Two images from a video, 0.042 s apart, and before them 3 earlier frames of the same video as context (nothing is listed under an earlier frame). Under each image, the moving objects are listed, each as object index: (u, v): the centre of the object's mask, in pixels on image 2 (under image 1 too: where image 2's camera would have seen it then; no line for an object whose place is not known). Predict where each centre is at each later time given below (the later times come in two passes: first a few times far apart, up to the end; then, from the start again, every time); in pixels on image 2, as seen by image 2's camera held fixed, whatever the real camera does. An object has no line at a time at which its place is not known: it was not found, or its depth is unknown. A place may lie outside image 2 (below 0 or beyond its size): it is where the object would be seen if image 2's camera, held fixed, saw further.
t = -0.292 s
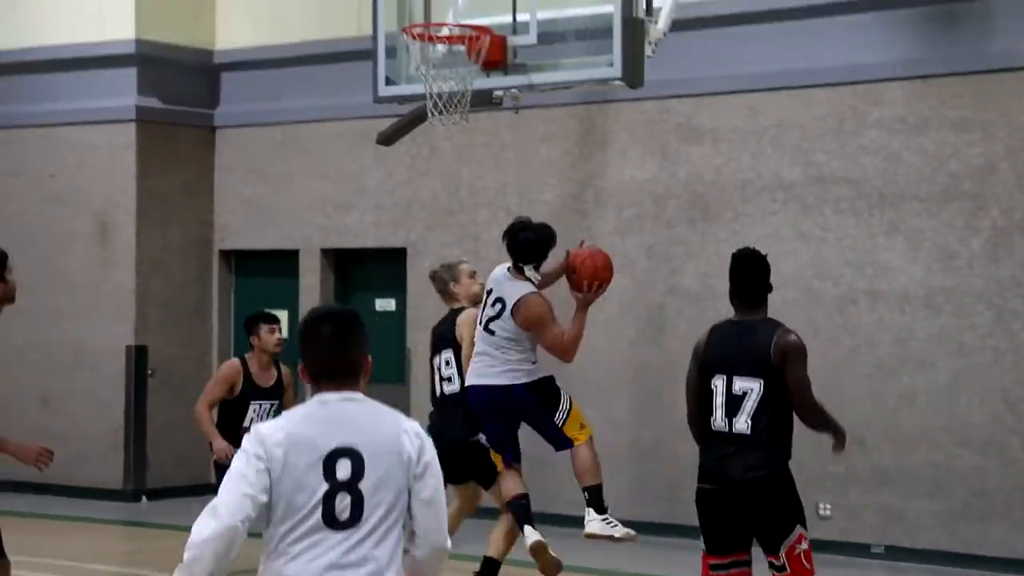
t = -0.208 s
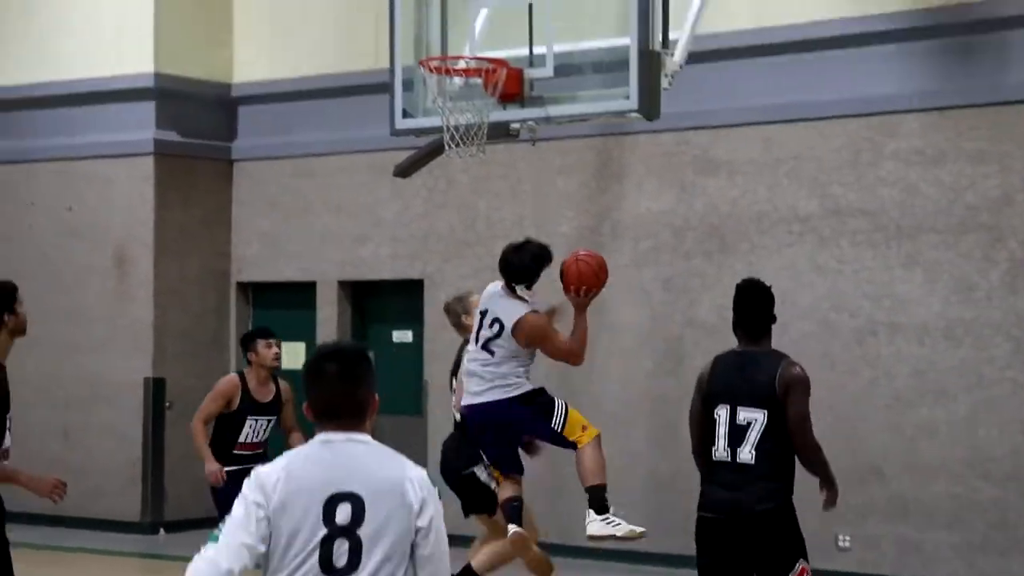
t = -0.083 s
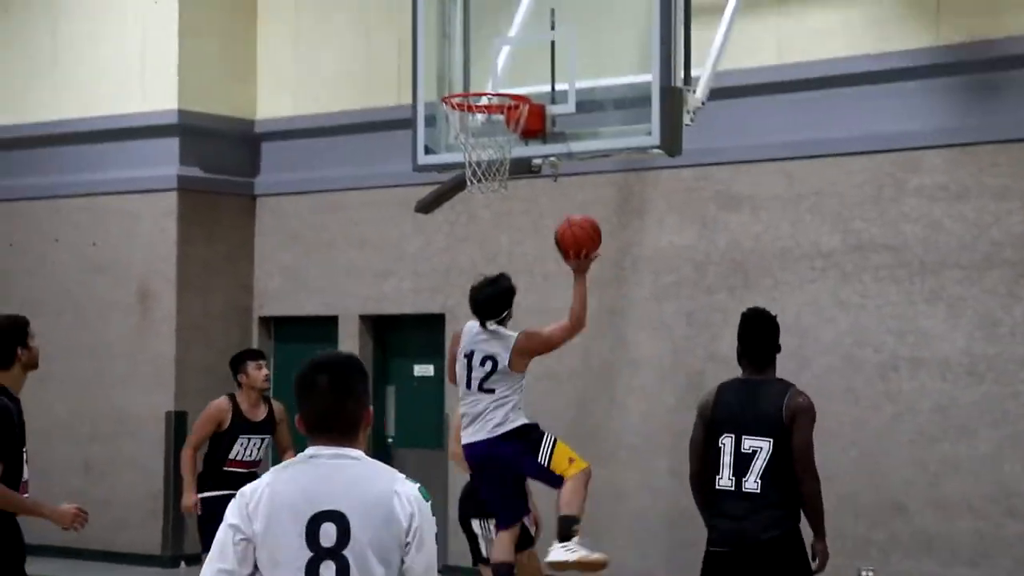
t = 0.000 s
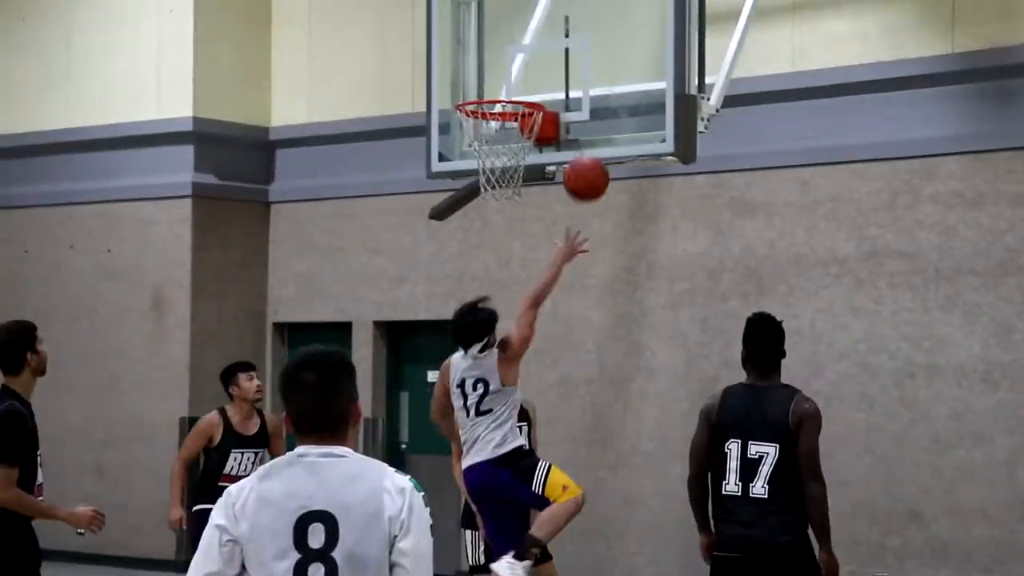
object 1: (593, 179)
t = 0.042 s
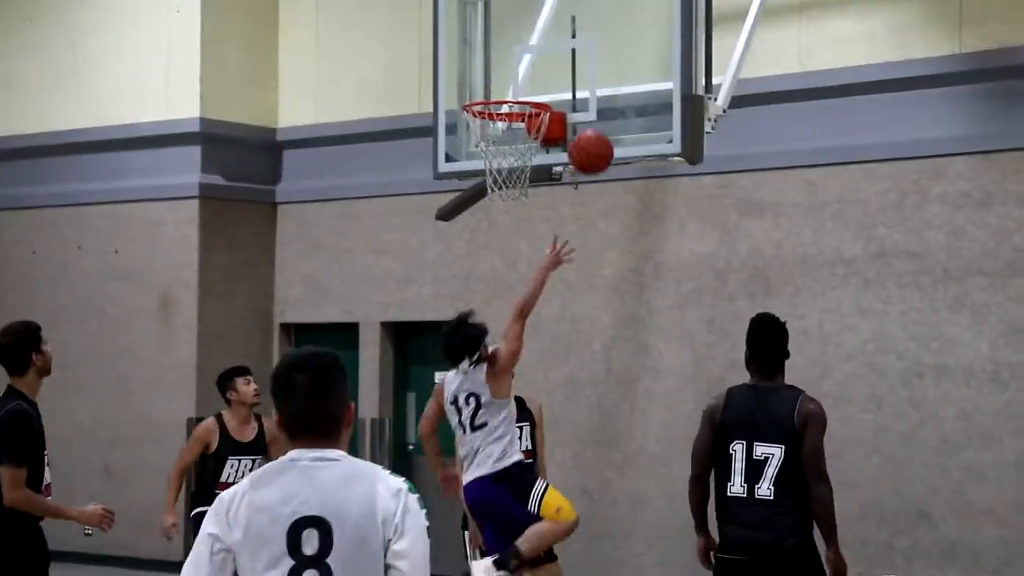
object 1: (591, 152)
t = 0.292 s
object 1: (568, 65)
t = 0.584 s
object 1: (500, 122)
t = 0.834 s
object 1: (511, 204)
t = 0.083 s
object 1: (588, 129)
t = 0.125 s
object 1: (586, 108)
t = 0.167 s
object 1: (584, 92)
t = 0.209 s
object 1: (582, 79)
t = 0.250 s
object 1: (579, 69)
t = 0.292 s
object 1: (568, 65)
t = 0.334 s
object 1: (555, 65)
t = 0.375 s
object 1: (542, 68)
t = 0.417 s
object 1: (529, 73)
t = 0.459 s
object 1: (516, 81)
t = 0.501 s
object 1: (503, 88)
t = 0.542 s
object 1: (499, 106)
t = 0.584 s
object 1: (500, 122)
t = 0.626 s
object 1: (502, 133)
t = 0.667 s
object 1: (505, 153)
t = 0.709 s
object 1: (506, 166)
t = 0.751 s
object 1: (507, 176)
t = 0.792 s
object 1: (509, 188)
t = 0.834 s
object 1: (511, 204)
